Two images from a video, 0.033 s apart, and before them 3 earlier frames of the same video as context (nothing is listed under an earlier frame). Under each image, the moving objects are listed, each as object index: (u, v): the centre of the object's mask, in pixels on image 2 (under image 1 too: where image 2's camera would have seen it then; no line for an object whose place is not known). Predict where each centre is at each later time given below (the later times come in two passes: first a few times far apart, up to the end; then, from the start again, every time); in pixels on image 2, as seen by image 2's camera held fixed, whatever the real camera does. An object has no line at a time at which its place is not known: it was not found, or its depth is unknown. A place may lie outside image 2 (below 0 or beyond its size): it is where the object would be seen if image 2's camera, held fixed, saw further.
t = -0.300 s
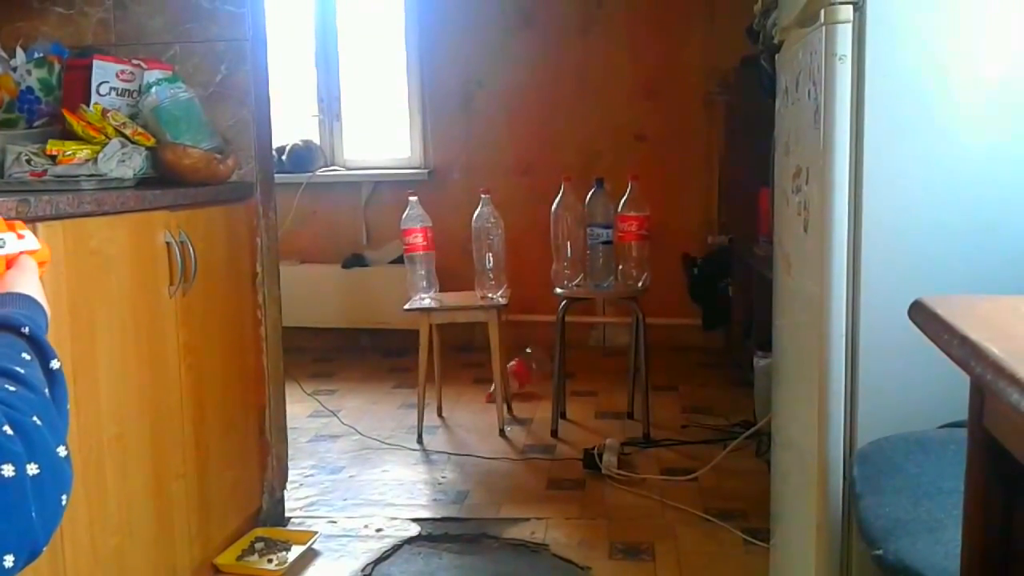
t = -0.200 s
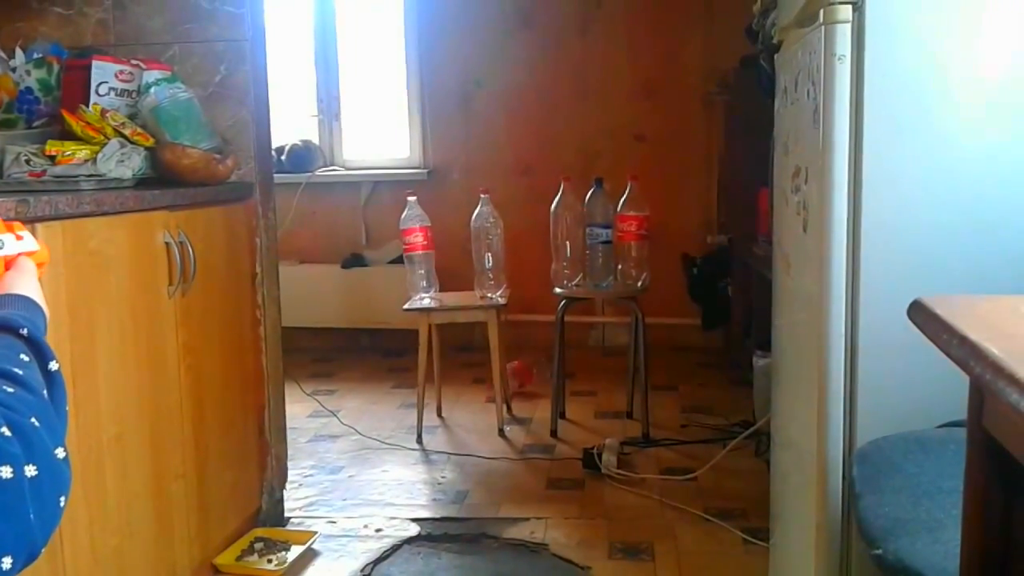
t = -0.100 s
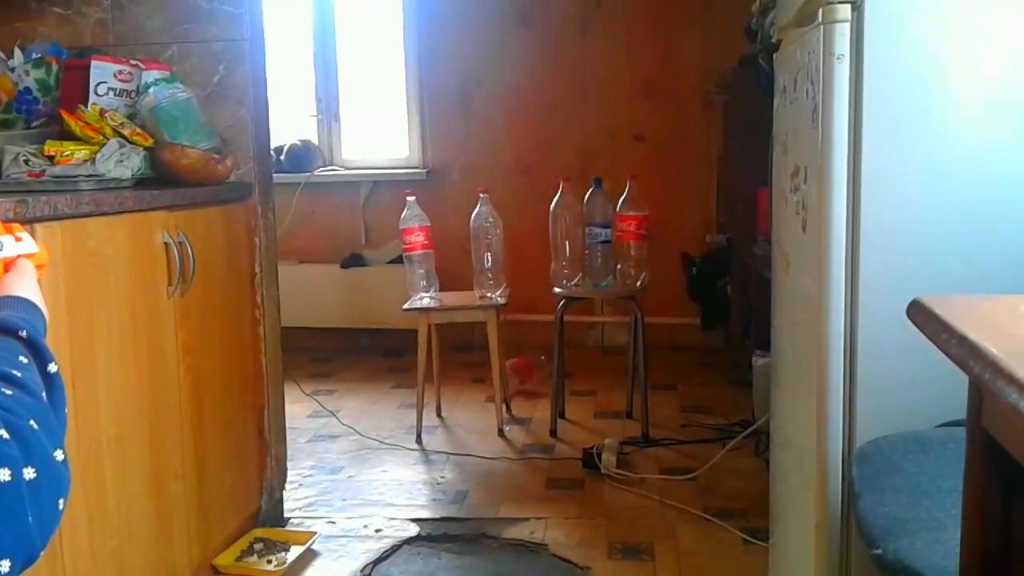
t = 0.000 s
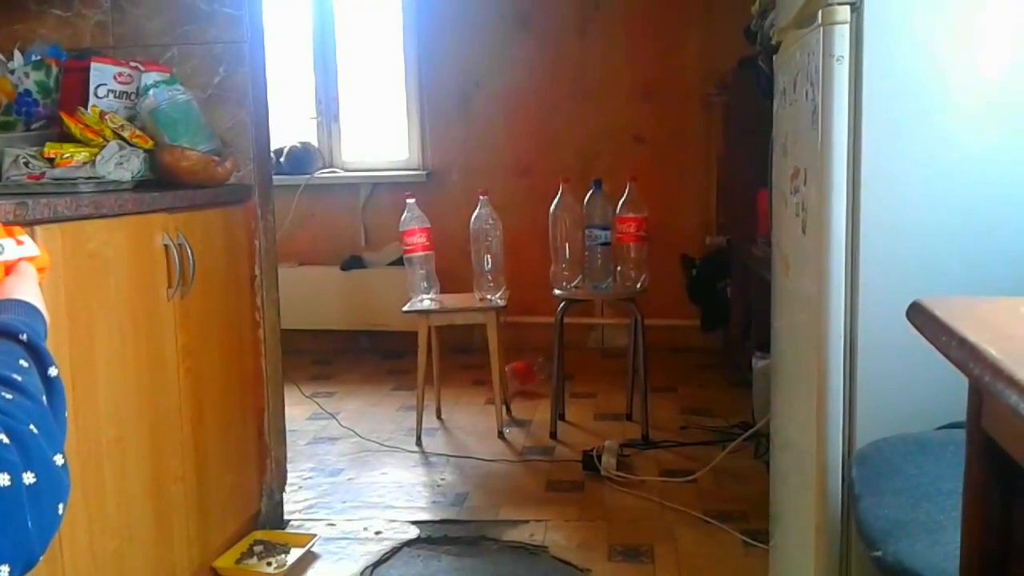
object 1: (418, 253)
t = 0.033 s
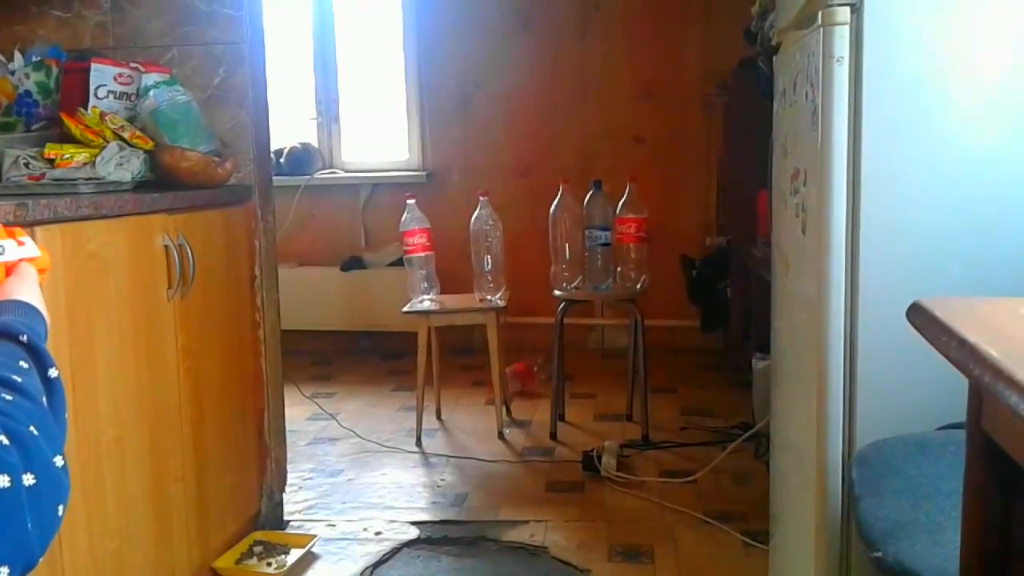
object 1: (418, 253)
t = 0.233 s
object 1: (418, 255)
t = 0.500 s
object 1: (414, 256)
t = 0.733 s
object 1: (406, 258)
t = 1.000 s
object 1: (394, 268)
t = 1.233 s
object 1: (386, 294)
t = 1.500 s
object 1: (367, 357)
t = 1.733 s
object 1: (352, 331)
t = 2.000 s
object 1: (338, 341)
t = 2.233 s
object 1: (332, 381)
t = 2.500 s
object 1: (331, 382)
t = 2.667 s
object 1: (336, 381)
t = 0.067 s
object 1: (418, 255)
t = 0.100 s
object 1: (419, 255)
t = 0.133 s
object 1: (418, 255)
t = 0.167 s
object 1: (418, 255)
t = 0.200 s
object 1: (418, 255)
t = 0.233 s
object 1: (418, 255)
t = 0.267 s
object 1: (418, 255)
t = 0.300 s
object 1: (417, 255)
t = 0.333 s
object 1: (417, 256)
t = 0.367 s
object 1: (416, 255)
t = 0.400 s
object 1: (416, 256)
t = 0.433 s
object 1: (415, 256)
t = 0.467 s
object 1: (414, 256)
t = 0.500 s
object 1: (414, 256)
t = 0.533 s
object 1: (413, 256)
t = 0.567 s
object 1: (412, 257)
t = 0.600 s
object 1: (410, 255)
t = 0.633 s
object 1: (409, 255)
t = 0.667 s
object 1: (408, 255)
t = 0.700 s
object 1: (407, 256)
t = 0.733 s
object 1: (406, 258)
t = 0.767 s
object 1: (404, 257)
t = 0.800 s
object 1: (402, 258)
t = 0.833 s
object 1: (401, 258)
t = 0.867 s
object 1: (399, 259)
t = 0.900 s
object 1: (397, 261)
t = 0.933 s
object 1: (397, 264)
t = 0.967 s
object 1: (396, 266)
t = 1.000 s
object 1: (394, 268)
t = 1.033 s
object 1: (392, 270)
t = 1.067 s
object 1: (392, 273)
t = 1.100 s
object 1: (387, 278)
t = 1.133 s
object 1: (385, 281)
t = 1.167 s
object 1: (385, 285)
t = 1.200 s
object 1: (388, 289)
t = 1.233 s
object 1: (386, 294)
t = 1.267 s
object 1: (381, 301)
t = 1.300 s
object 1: (378, 310)
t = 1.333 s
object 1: (378, 315)
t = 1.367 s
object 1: (374, 327)
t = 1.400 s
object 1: (373, 333)
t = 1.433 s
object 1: (371, 342)
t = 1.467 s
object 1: (369, 345)
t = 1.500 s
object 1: (367, 357)
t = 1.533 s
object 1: (365, 355)
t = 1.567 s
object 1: (363, 348)
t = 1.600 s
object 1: (361, 345)
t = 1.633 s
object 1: (359, 340)
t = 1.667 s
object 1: (357, 337)
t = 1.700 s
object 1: (354, 333)
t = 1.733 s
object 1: (352, 331)
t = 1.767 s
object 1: (350, 329)
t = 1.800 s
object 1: (348, 329)
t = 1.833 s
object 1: (347, 329)
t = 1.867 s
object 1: (345, 331)
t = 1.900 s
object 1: (343, 331)
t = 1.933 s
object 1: (341, 334)
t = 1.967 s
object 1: (339, 337)
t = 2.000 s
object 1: (338, 341)
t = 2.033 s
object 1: (336, 345)
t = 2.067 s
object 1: (335, 350)
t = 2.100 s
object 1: (333, 356)
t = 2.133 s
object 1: (331, 362)
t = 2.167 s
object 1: (330, 370)
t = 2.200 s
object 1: (331, 376)
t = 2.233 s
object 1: (332, 381)
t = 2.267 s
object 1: (332, 386)
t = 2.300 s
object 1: (334, 393)
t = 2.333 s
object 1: (335, 394)
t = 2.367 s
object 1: (333, 393)
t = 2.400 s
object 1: (332, 391)
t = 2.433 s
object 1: (329, 386)
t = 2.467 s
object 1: (330, 384)
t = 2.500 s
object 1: (331, 382)
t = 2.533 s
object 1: (332, 381)
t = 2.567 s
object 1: (334, 381)
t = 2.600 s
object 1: (335, 381)
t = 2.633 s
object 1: (336, 380)
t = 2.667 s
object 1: (336, 381)
